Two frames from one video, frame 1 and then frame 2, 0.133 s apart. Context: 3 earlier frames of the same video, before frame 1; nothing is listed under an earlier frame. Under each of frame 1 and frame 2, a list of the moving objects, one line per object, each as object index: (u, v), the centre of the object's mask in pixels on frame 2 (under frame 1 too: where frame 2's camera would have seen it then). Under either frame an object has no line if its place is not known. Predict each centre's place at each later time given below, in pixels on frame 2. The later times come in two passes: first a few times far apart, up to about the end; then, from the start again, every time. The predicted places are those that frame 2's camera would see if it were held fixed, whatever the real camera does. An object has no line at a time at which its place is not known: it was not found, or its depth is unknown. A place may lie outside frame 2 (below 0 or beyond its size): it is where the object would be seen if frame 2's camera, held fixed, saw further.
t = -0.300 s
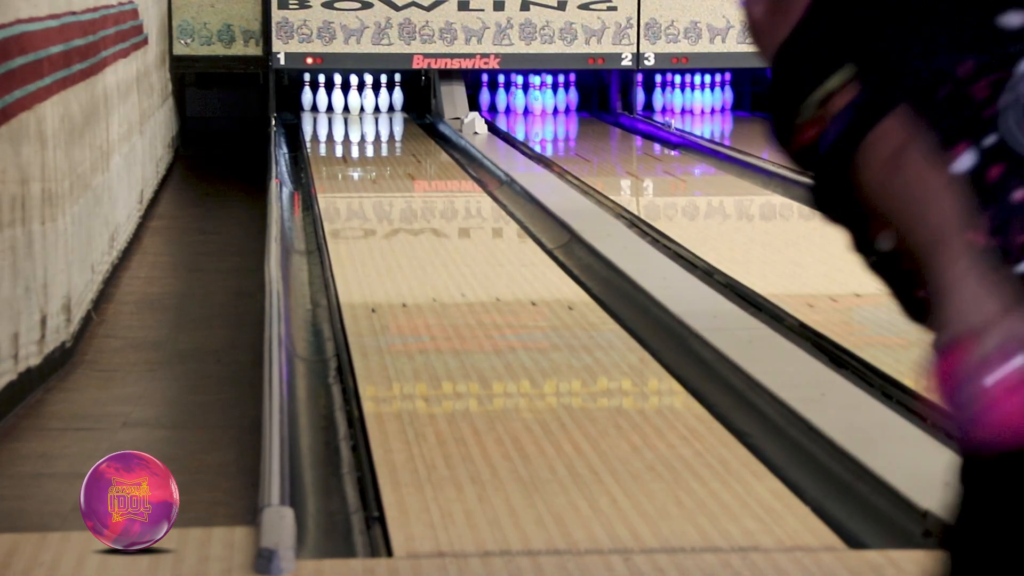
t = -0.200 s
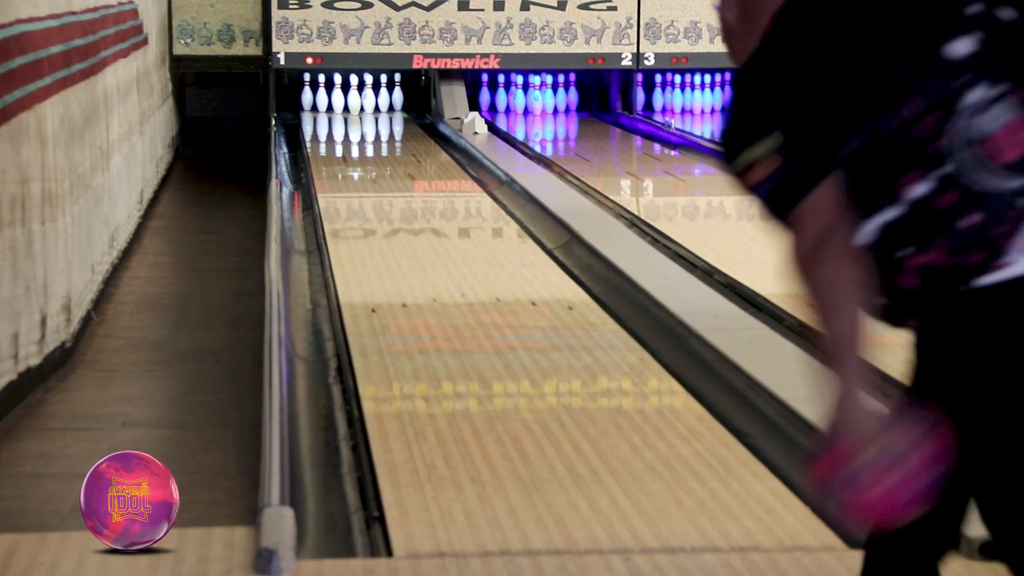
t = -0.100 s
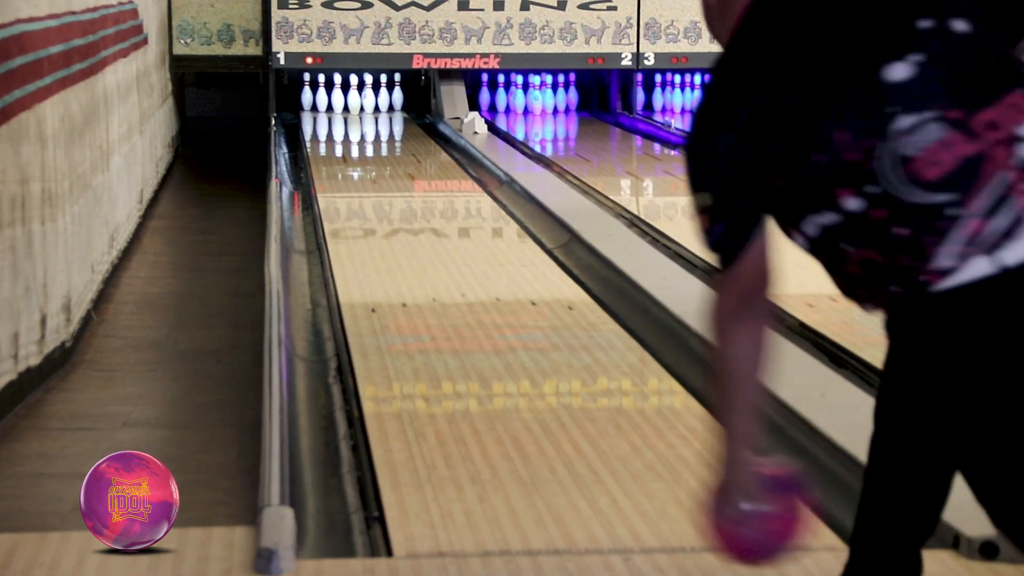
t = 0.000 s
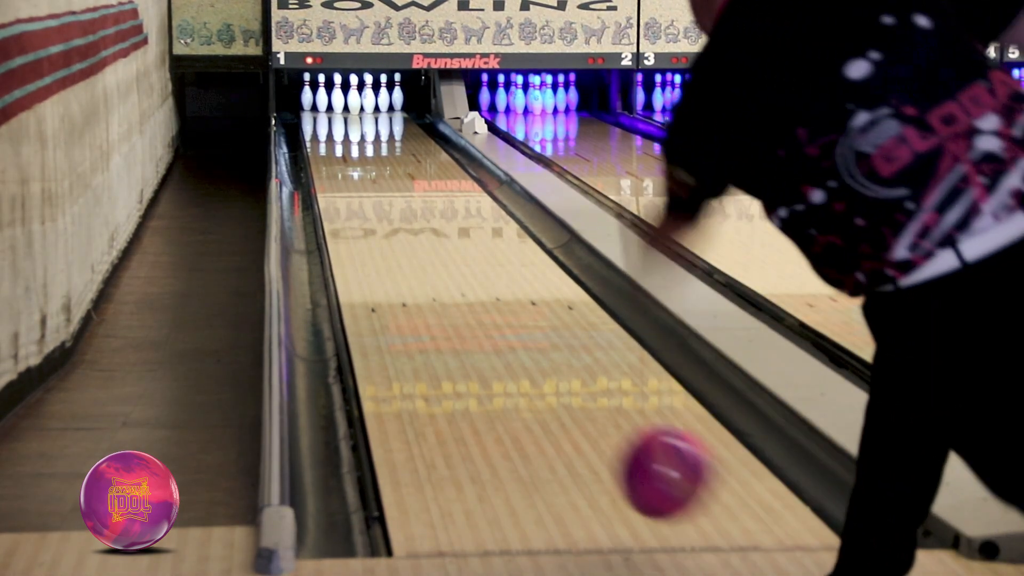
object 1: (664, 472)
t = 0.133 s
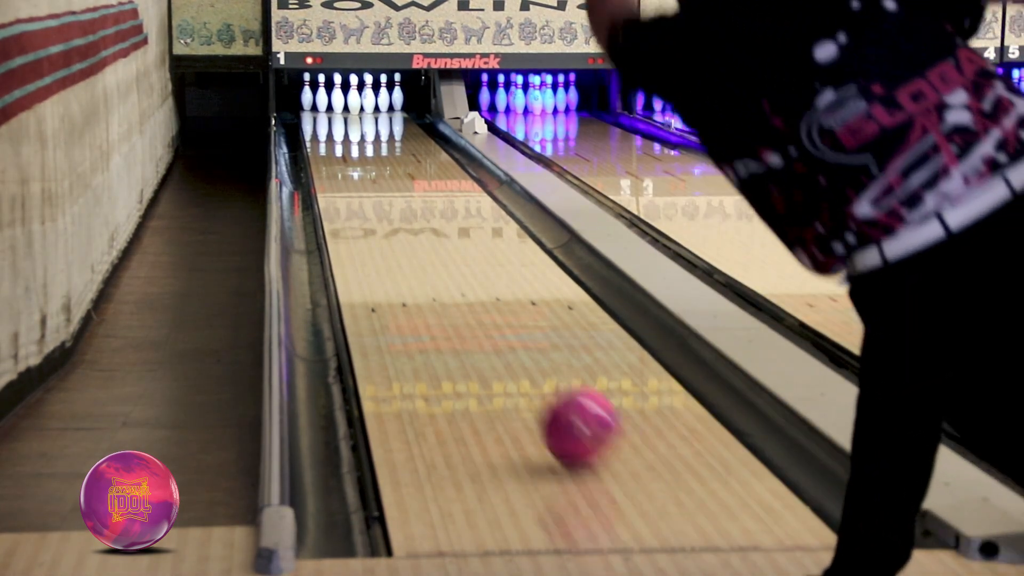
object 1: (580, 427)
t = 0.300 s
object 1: (508, 358)
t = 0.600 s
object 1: (427, 273)
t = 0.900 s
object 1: (379, 219)
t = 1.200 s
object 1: (348, 181)
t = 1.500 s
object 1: (328, 154)
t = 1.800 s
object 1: (318, 134)
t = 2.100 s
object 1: (324, 119)
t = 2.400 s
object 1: (339, 107)
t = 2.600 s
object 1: (335, 101)
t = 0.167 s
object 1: (563, 410)
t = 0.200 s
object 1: (548, 398)
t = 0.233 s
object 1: (533, 384)
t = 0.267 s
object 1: (520, 371)
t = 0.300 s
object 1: (508, 358)
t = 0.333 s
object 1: (496, 346)
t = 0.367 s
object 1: (485, 335)
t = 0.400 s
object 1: (476, 324)
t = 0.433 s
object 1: (467, 315)
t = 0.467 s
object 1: (458, 306)
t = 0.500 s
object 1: (449, 297)
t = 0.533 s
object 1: (441, 289)
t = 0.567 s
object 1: (434, 281)
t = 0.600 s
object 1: (427, 273)
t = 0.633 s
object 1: (421, 266)
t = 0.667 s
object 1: (414, 259)
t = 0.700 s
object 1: (409, 253)
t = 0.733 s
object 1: (403, 247)
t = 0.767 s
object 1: (398, 241)
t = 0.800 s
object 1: (393, 235)
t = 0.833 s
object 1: (388, 229)
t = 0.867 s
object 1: (384, 224)
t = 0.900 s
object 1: (379, 219)
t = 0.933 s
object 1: (375, 214)
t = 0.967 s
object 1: (371, 209)
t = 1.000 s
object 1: (367, 204)
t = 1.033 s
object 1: (364, 199)
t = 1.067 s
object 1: (360, 195)
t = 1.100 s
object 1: (356, 192)
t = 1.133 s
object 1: (353, 188)
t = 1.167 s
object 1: (351, 184)
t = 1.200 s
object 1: (348, 181)
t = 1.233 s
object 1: (345, 177)
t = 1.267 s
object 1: (342, 174)
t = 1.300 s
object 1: (340, 171)
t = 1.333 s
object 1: (338, 168)
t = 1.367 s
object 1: (336, 165)
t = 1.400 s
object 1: (333, 162)
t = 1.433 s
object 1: (331, 160)
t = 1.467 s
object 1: (330, 157)
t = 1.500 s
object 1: (328, 154)
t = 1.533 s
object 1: (326, 152)
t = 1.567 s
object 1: (324, 149)
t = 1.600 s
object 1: (323, 146)
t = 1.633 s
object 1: (322, 144)
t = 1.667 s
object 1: (321, 142)
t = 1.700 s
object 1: (320, 140)
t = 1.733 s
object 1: (319, 138)
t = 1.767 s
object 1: (319, 136)
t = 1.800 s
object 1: (318, 134)
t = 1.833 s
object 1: (318, 132)
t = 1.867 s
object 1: (318, 131)
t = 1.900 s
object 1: (319, 128)
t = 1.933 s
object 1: (319, 127)
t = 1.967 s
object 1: (320, 125)
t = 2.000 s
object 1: (320, 124)
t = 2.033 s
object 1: (321, 122)
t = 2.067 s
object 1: (322, 121)
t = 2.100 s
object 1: (324, 119)
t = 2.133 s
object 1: (325, 118)
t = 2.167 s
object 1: (327, 116)
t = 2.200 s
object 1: (329, 115)
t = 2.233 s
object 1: (331, 114)
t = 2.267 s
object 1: (333, 113)
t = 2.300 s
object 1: (335, 111)
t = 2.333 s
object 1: (336, 110)
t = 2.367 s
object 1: (337, 108)
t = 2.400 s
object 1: (339, 107)
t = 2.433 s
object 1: (340, 105)
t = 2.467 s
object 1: (340, 104)
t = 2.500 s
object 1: (338, 103)
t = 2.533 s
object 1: (337, 102)
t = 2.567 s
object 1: (336, 101)
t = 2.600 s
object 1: (335, 101)
